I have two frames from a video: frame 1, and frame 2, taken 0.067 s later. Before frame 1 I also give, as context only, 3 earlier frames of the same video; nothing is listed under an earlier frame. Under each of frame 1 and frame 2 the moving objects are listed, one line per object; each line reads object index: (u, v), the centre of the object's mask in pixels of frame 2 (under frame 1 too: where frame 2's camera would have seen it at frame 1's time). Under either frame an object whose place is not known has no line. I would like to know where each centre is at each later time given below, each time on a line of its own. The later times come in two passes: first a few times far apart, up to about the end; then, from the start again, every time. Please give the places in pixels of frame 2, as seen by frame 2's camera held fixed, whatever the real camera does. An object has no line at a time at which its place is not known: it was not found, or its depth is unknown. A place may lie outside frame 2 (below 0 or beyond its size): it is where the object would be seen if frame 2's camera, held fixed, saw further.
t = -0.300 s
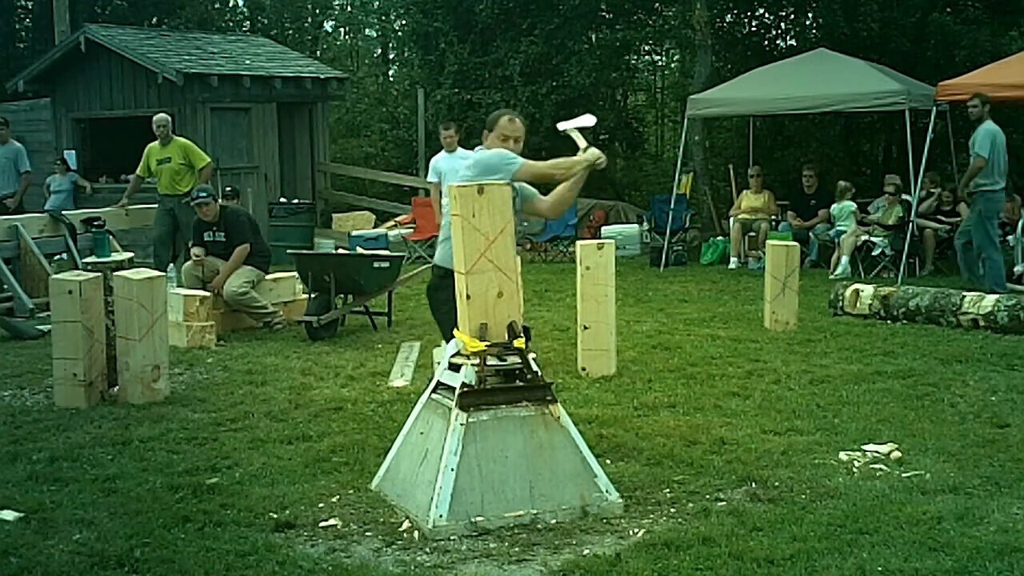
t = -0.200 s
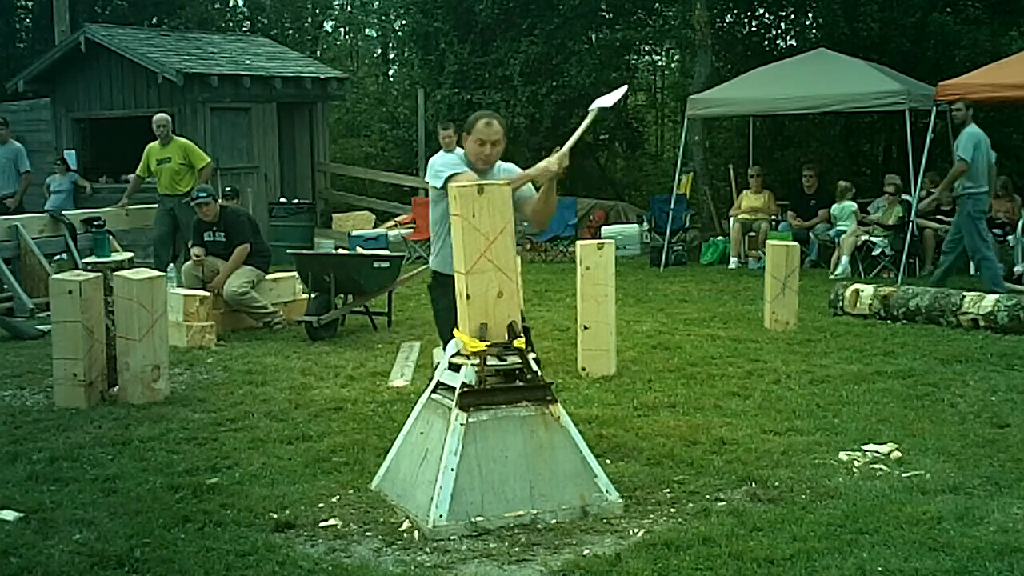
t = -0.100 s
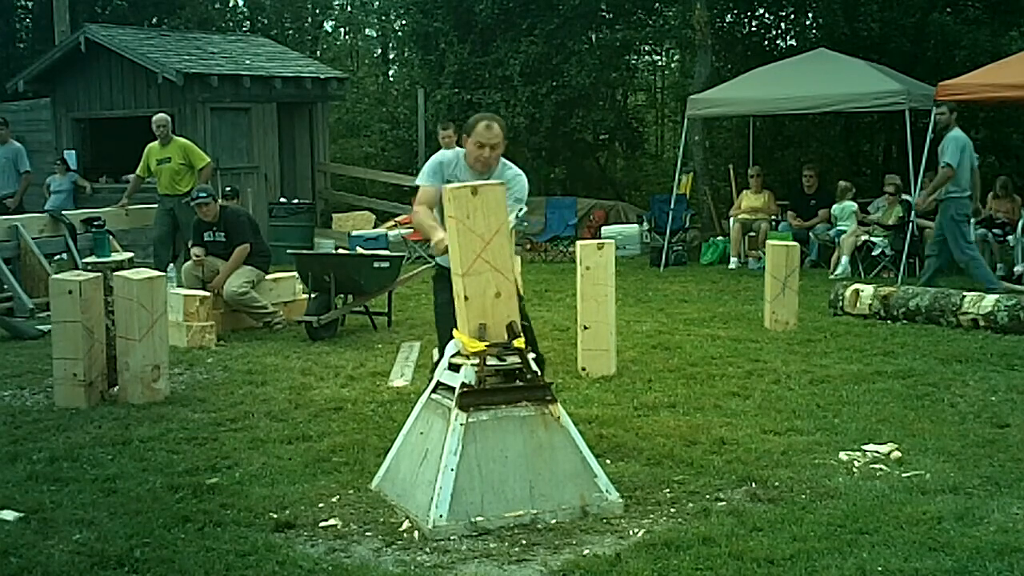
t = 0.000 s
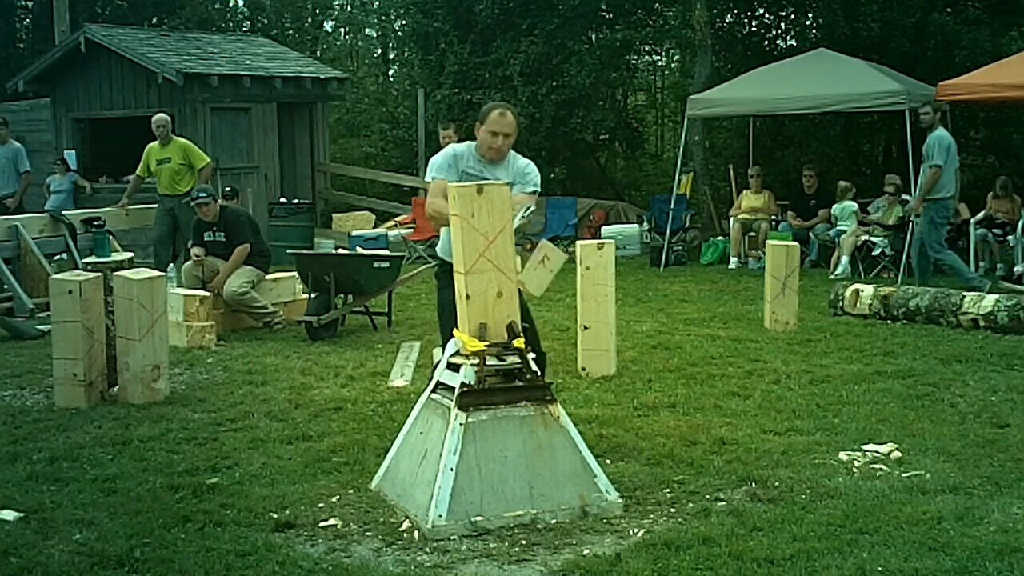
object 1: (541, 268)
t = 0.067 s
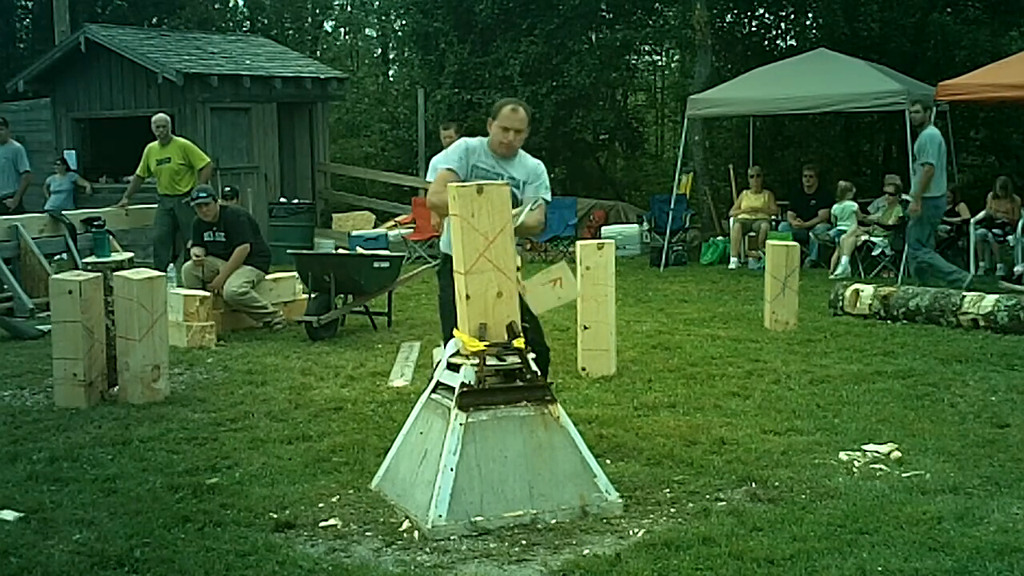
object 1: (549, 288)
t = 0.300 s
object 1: (568, 368)
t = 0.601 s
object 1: (659, 494)
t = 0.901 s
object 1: (718, 509)
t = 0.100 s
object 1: (549, 301)
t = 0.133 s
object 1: (546, 311)
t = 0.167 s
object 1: (548, 320)
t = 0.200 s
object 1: (550, 333)
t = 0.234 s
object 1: (554, 344)
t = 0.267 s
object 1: (559, 357)
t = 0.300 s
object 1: (568, 368)
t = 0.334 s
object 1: (577, 380)
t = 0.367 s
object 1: (586, 394)
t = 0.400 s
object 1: (596, 411)
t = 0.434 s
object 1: (606, 431)
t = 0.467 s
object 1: (615, 454)
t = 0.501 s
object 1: (624, 480)
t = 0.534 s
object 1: (634, 490)
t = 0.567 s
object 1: (645, 490)
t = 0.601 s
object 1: (659, 494)
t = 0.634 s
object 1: (671, 497)
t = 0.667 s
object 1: (679, 498)
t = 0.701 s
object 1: (688, 498)
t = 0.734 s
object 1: (697, 501)
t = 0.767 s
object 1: (705, 507)
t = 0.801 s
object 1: (712, 513)
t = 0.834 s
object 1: (714, 510)
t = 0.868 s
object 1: (716, 509)
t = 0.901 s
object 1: (718, 509)
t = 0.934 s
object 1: (718, 509)
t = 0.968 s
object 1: (718, 509)
